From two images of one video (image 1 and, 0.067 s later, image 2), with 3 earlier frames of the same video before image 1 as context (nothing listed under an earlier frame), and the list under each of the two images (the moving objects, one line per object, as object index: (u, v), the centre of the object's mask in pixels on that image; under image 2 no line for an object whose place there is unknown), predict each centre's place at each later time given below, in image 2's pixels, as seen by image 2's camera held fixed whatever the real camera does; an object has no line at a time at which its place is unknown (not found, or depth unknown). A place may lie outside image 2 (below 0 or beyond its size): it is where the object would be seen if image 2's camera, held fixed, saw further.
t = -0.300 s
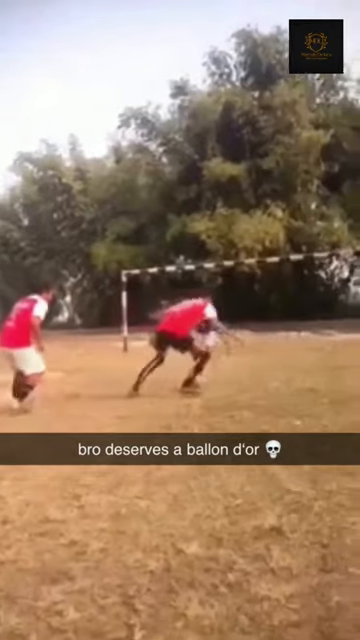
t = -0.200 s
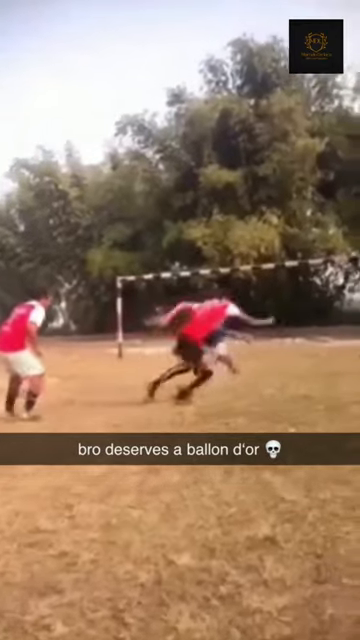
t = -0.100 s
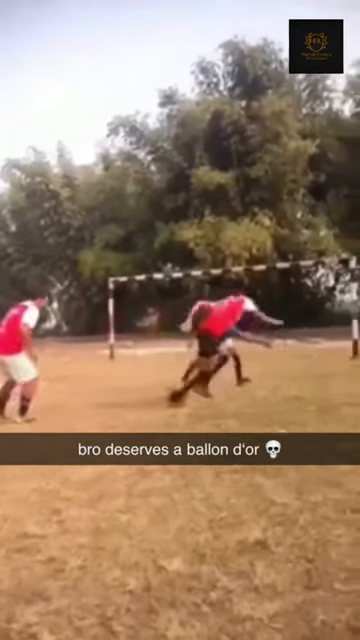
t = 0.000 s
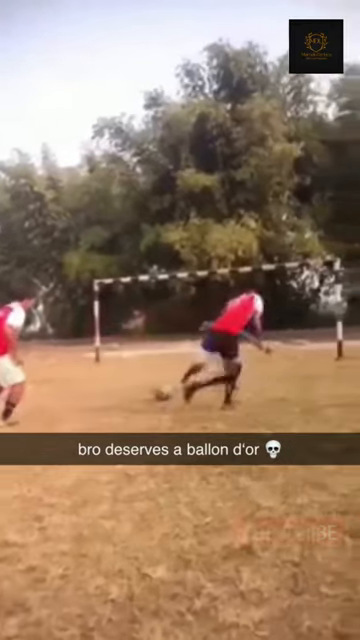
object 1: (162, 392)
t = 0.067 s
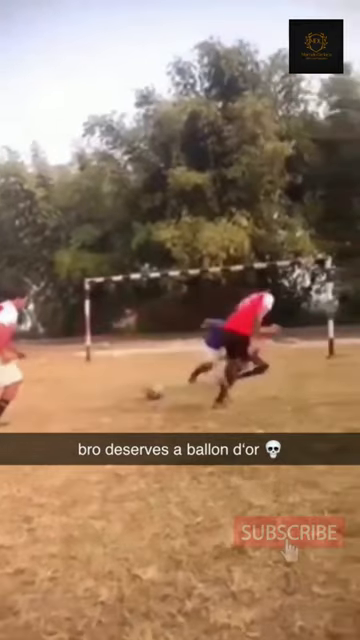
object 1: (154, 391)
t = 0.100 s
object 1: (154, 391)
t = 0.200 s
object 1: (153, 389)
